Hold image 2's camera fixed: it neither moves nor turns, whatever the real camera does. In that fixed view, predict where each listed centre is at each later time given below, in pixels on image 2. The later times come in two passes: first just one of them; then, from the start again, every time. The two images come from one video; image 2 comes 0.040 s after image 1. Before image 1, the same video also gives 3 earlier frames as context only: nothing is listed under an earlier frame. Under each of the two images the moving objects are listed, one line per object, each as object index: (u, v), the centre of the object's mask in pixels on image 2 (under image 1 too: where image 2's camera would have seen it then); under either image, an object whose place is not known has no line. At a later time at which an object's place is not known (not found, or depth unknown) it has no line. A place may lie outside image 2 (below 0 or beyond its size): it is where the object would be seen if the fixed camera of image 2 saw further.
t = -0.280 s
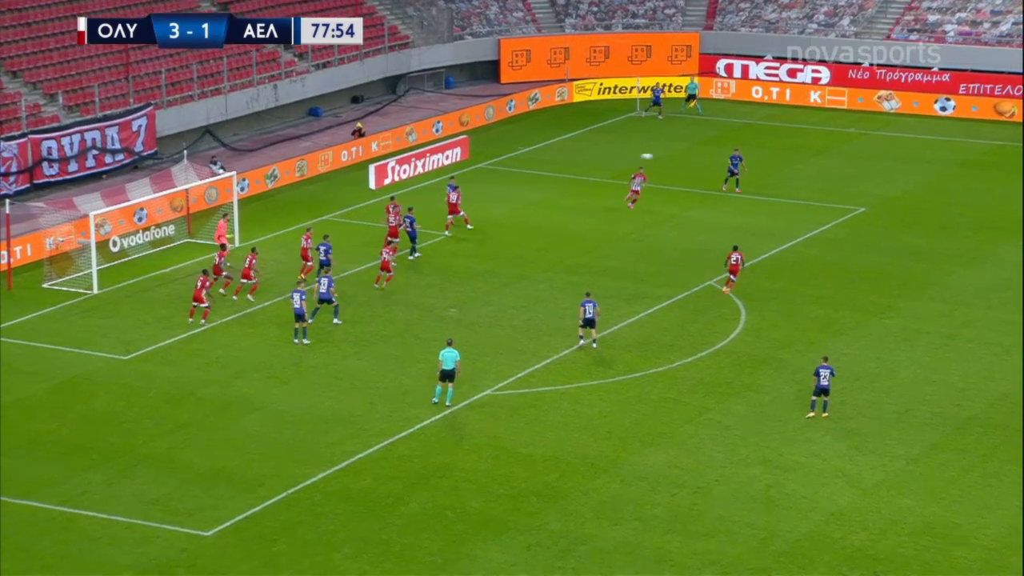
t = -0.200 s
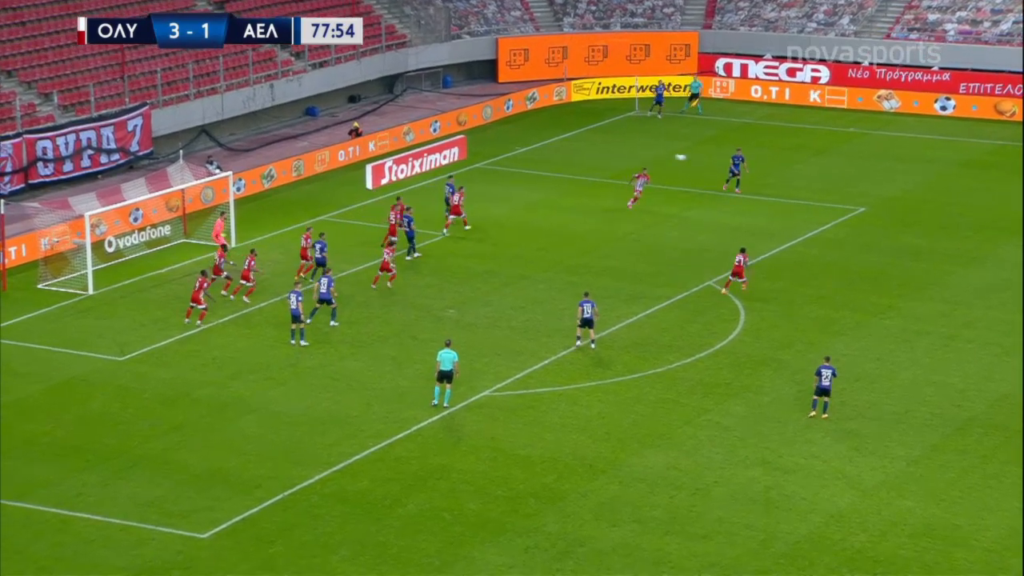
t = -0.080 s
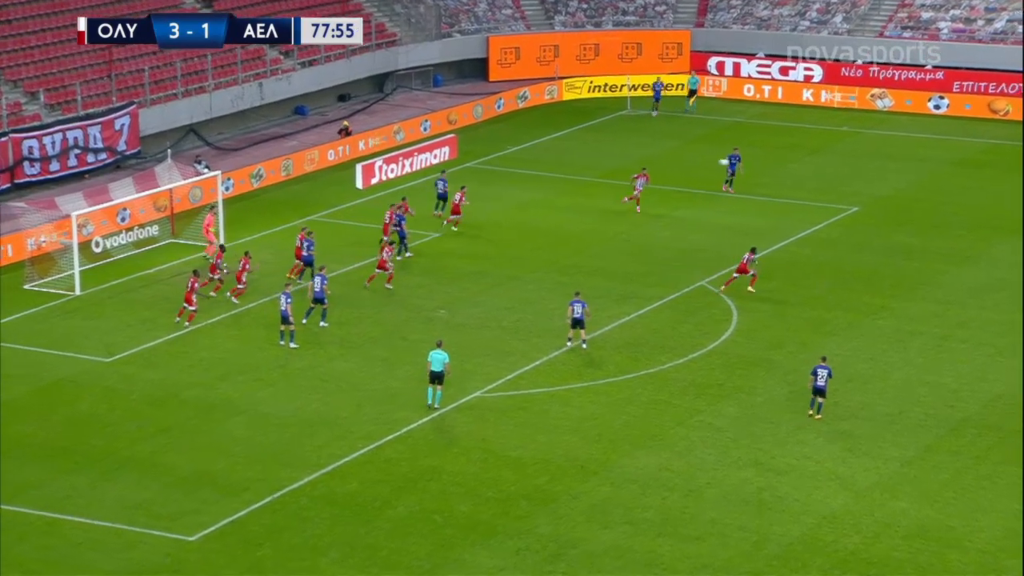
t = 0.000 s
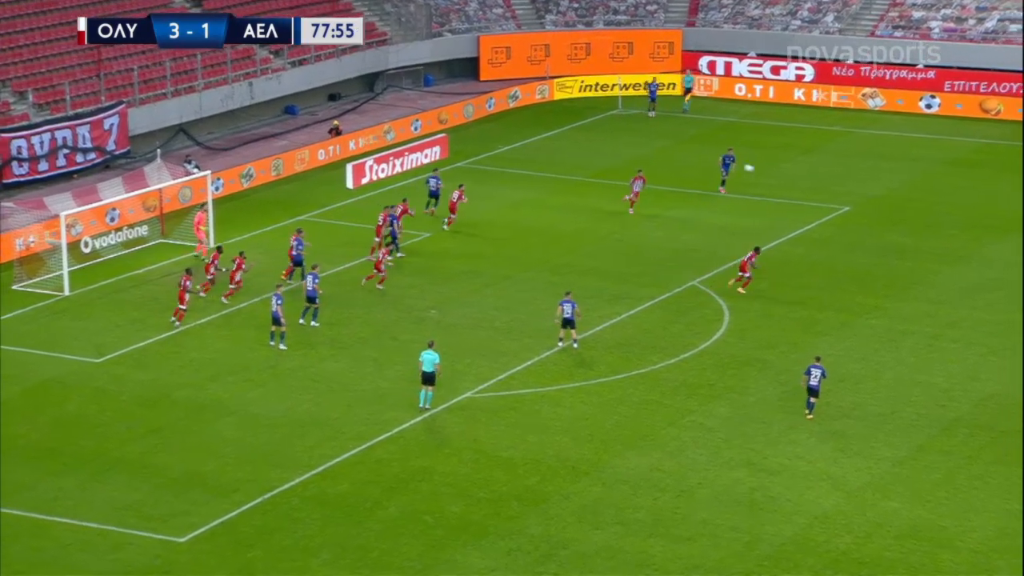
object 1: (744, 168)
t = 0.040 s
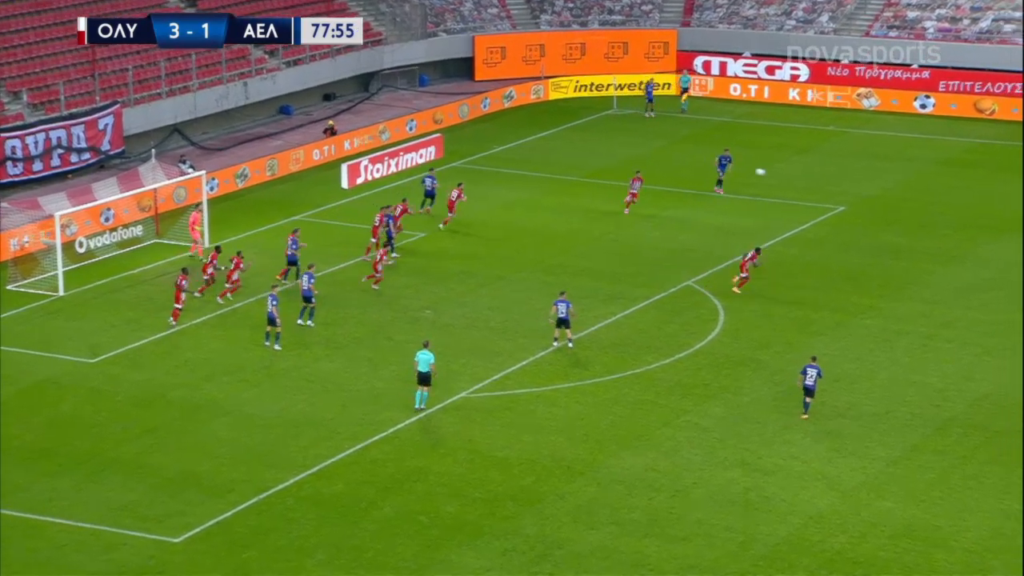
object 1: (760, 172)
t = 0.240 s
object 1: (838, 199)
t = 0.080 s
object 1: (776, 176)
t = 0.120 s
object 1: (792, 181)
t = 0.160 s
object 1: (807, 186)
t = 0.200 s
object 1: (822, 192)
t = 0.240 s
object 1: (838, 199)
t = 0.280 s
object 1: (853, 205)
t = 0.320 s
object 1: (867, 213)
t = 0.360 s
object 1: (882, 221)
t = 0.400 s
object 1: (896, 229)
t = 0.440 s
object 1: (910, 238)
